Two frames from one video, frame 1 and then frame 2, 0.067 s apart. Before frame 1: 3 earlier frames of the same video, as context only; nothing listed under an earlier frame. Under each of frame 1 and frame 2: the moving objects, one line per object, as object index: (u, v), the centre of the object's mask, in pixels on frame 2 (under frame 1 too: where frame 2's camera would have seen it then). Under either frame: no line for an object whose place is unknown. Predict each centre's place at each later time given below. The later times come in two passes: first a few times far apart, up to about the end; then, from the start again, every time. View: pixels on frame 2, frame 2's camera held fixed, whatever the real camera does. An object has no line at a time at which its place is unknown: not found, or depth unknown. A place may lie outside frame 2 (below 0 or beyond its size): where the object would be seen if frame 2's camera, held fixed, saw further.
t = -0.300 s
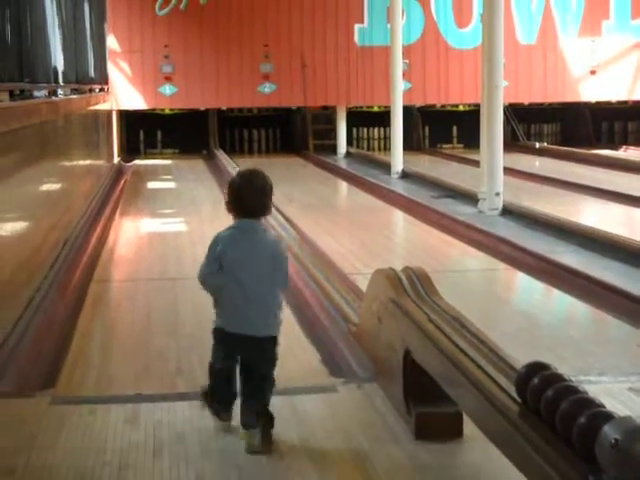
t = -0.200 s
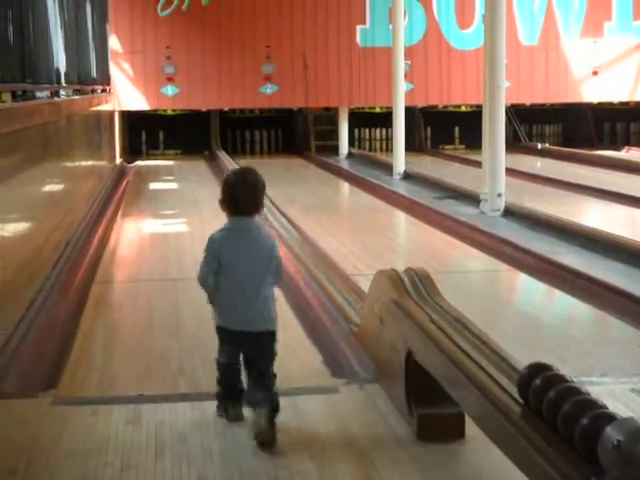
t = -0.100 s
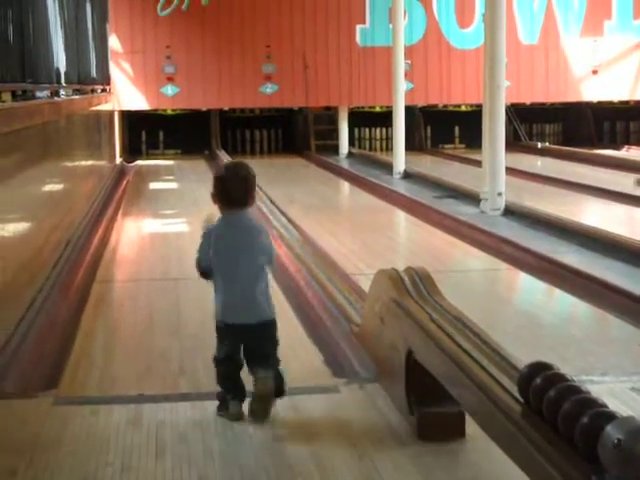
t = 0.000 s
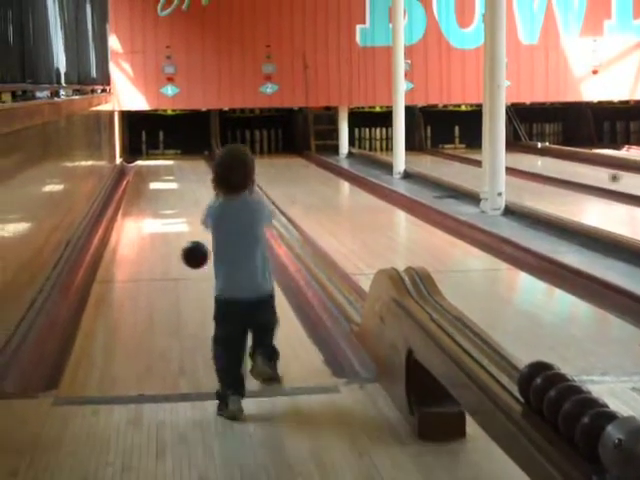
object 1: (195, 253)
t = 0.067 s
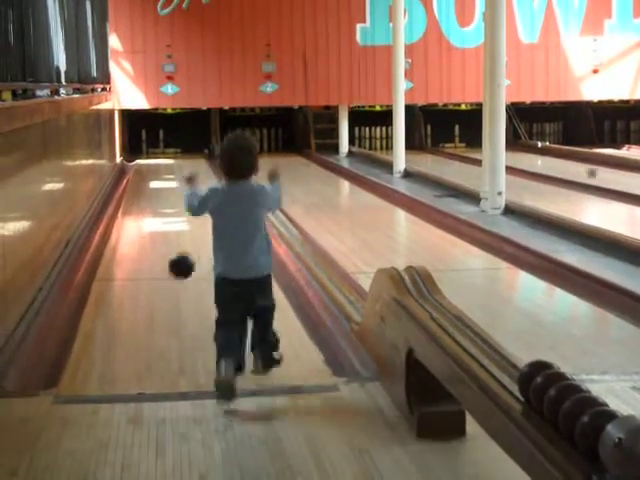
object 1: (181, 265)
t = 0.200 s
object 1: (165, 314)
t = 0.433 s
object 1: (142, 301)
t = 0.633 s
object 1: (125, 302)
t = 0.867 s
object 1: (107, 290)
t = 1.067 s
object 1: (93, 279)
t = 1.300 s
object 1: (74, 275)
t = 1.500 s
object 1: (77, 267)
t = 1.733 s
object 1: (91, 259)
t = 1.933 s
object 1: (84, 251)
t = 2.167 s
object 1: (95, 246)
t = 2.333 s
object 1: (95, 243)
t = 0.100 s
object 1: (177, 275)
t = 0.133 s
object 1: (173, 285)
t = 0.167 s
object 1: (169, 299)
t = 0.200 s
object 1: (165, 314)
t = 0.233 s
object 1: (162, 329)
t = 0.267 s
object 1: (158, 322)
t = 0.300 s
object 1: (155, 313)
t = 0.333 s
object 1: (151, 307)
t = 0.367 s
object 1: (148, 302)
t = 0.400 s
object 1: (145, 301)
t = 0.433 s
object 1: (142, 301)
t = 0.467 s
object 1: (140, 304)
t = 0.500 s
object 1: (137, 309)
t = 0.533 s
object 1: (134, 307)
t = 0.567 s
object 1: (131, 304)
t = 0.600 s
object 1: (128, 301)
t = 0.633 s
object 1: (125, 302)
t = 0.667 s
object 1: (123, 301)
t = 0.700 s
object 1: (120, 298)
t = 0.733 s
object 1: (117, 297)
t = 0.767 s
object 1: (114, 295)
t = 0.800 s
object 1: (112, 294)
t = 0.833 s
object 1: (109, 292)
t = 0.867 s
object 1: (107, 290)
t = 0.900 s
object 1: (105, 289)
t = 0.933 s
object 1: (102, 287)
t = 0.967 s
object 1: (100, 285)
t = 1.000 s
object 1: (98, 283)
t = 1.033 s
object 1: (95, 280)
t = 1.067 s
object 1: (93, 279)
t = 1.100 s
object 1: (91, 278)
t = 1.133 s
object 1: (90, 277)
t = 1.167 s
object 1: (88, 276)
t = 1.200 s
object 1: (85, 276)
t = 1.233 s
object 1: (83, 278)
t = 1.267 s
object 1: (80, 279)
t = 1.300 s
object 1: (74, 275)
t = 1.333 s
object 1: (71, 271)
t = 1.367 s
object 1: (70, 268)
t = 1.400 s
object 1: (71, 267)
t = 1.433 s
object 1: (72, 267)
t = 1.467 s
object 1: (73, 267)
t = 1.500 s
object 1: (77, 267)
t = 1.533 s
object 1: (80, 268)
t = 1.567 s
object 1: (85, 266)
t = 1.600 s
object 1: (88, 265)
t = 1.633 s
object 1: (89, 262)
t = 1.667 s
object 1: (90, 261)
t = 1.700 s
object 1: (91, 260)
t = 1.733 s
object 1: (91, 259)
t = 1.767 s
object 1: (90, 259)
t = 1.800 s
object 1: (90, 259)
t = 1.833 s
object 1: (85, 257)
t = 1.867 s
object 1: (85, 255)
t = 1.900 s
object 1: (85, 253)
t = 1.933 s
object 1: (84, 251)
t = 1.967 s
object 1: (85, 251)
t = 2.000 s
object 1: (85, 251)
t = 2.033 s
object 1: (87, 250)
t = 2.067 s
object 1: (90, 249)
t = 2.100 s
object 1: (93, 248)
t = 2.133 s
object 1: (95, 247)
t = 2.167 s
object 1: (95, 246)
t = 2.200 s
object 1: (96, 245)
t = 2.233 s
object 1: (96, 244)
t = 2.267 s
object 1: (96, 243)
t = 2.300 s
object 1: (95, 243)
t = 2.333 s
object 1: (95, 243)
